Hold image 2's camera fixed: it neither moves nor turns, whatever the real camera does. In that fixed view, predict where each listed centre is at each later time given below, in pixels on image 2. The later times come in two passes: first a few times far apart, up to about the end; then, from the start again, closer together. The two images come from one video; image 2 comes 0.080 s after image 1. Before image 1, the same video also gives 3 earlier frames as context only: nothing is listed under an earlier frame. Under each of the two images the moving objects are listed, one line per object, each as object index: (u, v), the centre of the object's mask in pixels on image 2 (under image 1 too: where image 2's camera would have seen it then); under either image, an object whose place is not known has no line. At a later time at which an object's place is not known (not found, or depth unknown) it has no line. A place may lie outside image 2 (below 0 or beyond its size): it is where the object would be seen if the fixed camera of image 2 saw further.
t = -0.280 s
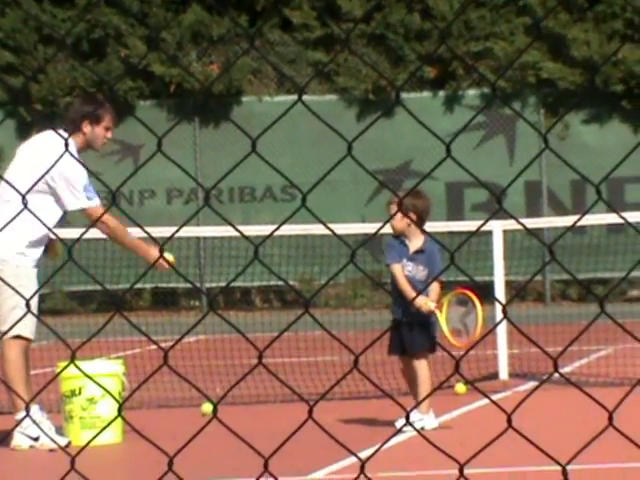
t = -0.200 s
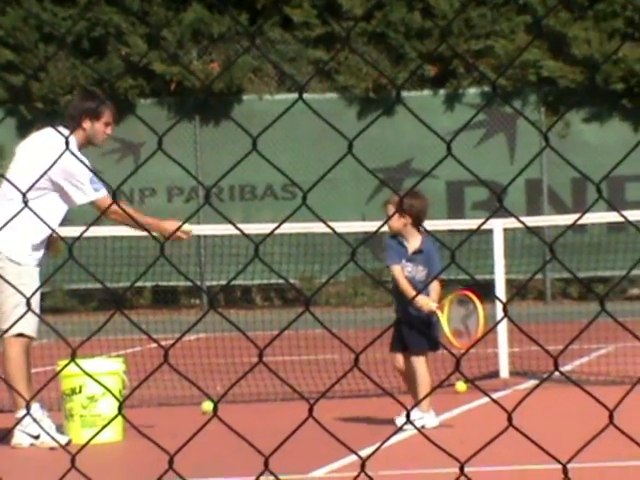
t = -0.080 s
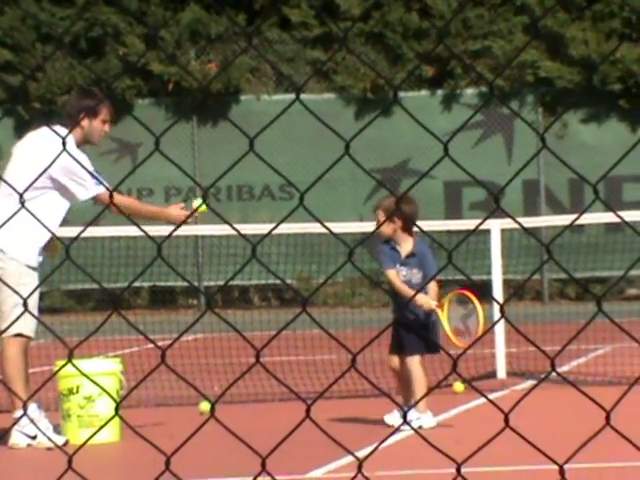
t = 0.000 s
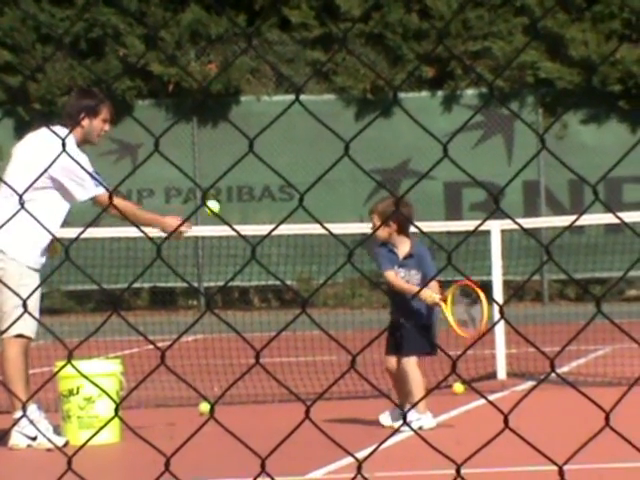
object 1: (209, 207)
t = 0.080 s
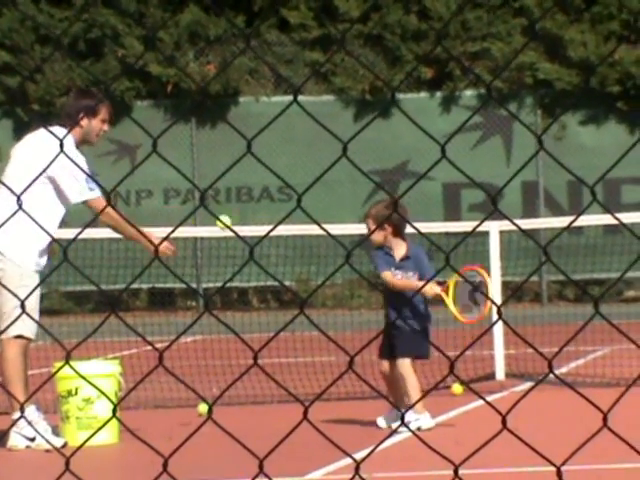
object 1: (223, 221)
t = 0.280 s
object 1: (256, 315)
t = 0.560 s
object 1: (285, 349)
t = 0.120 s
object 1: (232, 237)
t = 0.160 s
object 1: (237, 249)
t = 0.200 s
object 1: (244, 268)
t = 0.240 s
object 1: (249, 291)
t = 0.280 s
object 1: (256, 315)
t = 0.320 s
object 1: (263, 344)
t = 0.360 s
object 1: (269, 375)
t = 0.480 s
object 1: (282, 385)
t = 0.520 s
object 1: (283, 365)
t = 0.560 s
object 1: (285, 349)
